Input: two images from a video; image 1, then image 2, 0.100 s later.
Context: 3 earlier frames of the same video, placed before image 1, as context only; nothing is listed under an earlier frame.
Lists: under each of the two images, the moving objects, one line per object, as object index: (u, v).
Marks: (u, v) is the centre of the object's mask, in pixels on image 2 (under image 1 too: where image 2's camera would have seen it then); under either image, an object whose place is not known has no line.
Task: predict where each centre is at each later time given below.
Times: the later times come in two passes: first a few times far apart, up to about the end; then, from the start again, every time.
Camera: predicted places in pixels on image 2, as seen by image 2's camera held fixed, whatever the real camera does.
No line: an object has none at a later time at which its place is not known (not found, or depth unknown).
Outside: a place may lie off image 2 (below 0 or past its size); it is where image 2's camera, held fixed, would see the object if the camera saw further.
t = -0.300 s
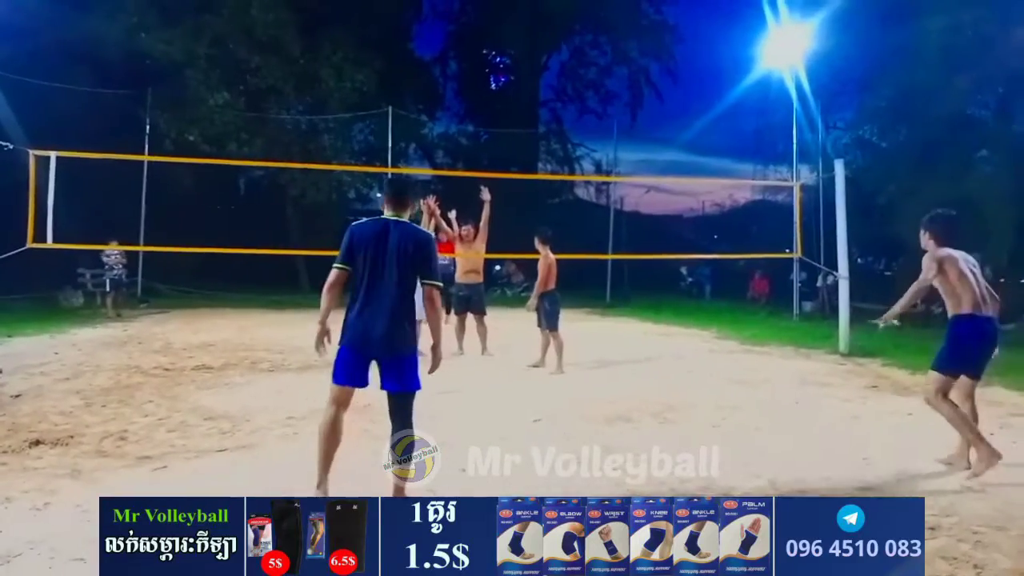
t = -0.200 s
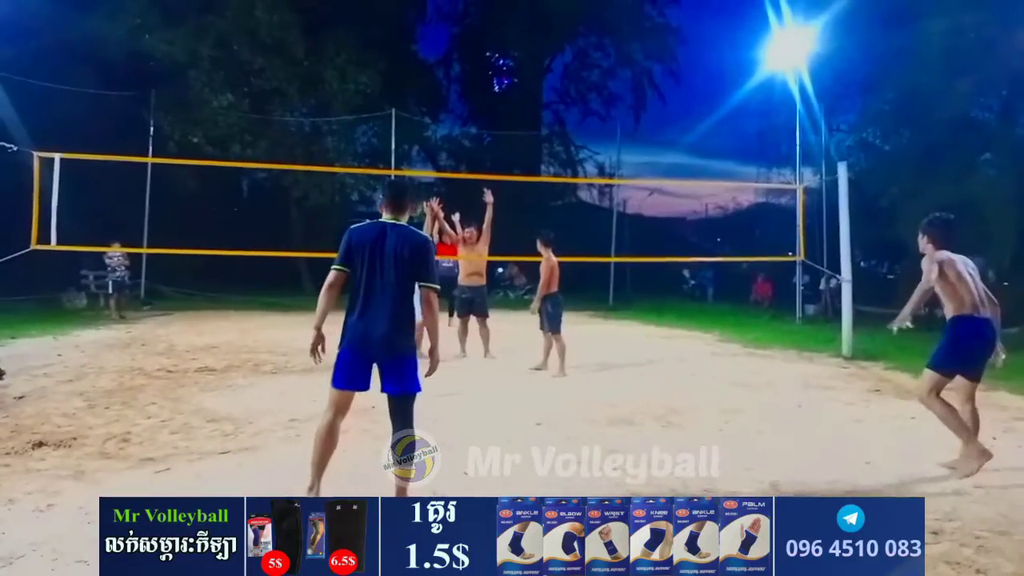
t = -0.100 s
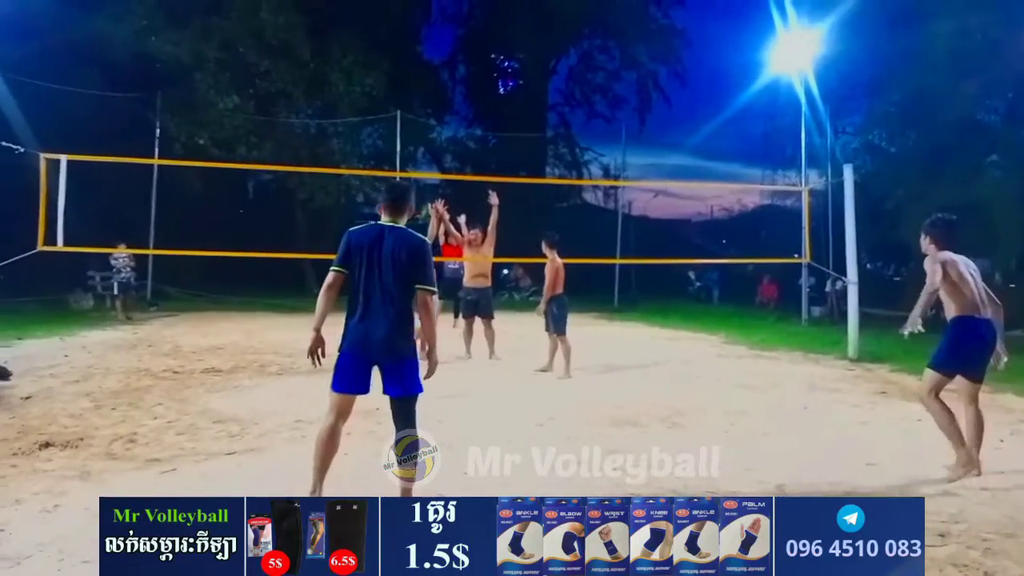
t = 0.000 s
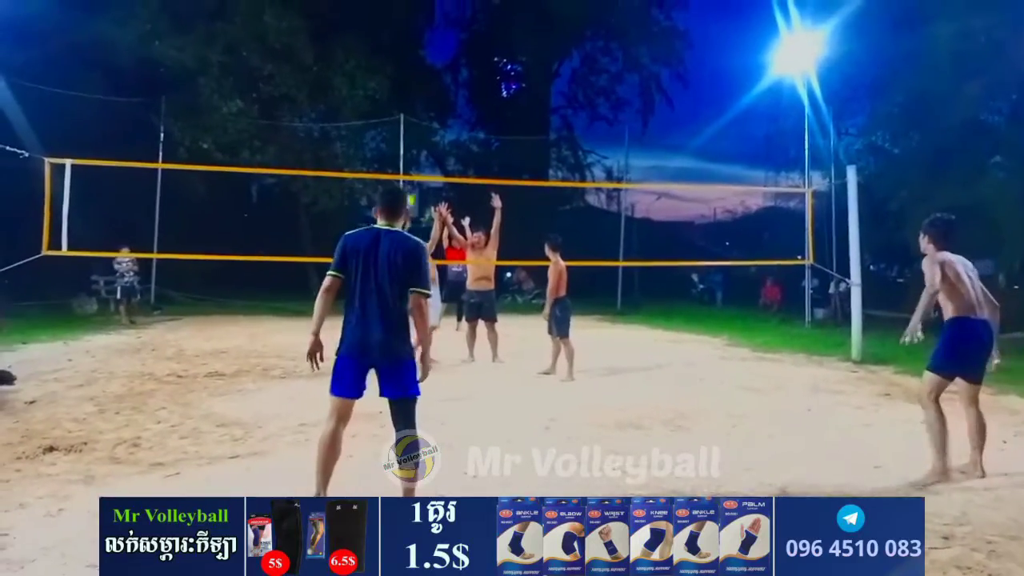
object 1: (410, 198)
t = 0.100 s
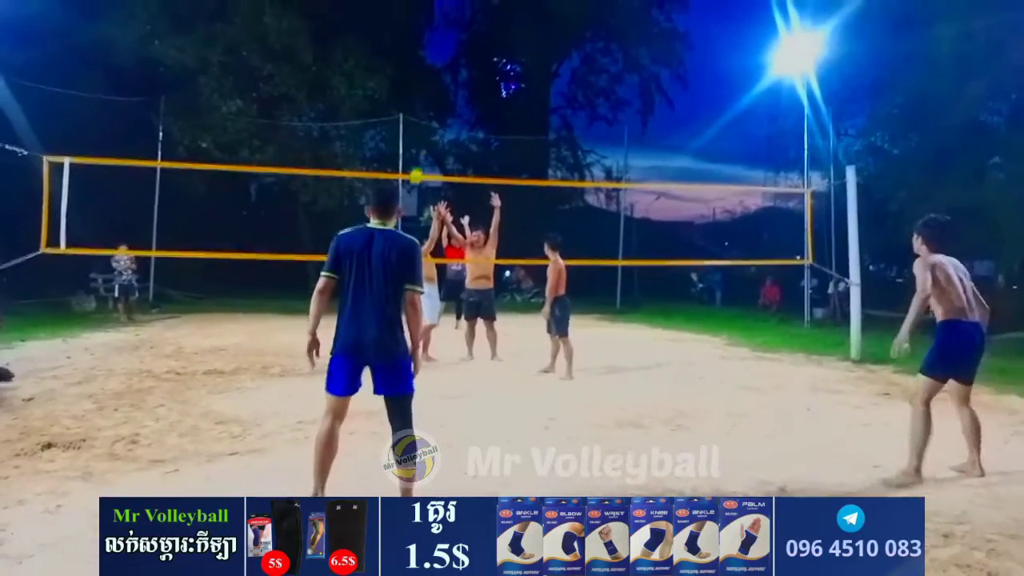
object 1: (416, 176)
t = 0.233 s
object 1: (428, 147)
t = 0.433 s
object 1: (455, 115)
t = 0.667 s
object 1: (502, 104)
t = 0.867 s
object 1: (570, 140)
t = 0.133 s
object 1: (419, 167)
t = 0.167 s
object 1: (422, 161)
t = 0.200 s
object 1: (425, 154)
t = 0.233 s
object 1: (428, 147)
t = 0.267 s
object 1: (432, 141)
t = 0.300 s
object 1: (436, 135)
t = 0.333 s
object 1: (441, 129)
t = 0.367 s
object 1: (445, 123)
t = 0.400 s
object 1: (450, 119)
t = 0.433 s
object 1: (455, 115)
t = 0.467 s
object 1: (461, 110)
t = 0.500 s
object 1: (467, 107)
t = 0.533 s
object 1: (473, 105)
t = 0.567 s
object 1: (480, 103)
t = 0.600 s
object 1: (487, 103)
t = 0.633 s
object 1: (494, 103)
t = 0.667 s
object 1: (502, 104)
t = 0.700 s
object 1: (511, 106)
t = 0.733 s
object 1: (520, 110)
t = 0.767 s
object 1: (531, 115)
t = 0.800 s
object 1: (543, 121)
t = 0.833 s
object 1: (556, 130)
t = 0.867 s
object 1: (570, 140)
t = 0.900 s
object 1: (584, 151)
